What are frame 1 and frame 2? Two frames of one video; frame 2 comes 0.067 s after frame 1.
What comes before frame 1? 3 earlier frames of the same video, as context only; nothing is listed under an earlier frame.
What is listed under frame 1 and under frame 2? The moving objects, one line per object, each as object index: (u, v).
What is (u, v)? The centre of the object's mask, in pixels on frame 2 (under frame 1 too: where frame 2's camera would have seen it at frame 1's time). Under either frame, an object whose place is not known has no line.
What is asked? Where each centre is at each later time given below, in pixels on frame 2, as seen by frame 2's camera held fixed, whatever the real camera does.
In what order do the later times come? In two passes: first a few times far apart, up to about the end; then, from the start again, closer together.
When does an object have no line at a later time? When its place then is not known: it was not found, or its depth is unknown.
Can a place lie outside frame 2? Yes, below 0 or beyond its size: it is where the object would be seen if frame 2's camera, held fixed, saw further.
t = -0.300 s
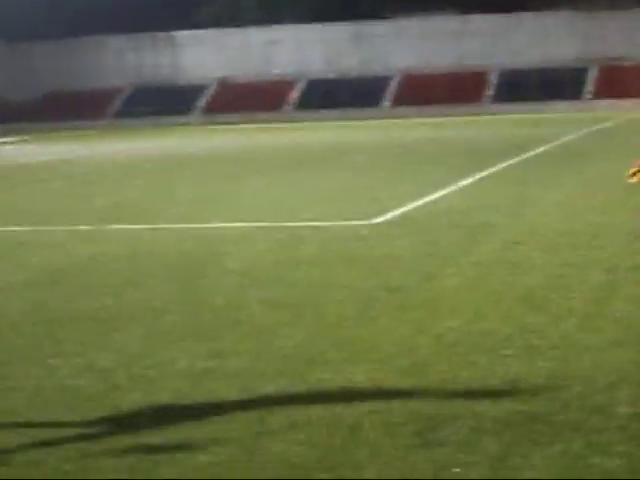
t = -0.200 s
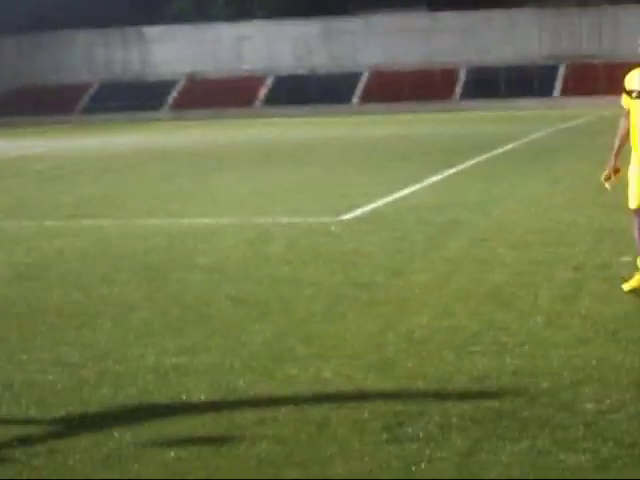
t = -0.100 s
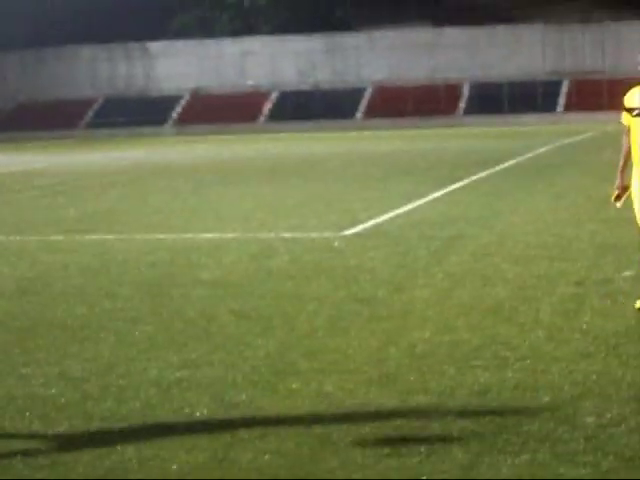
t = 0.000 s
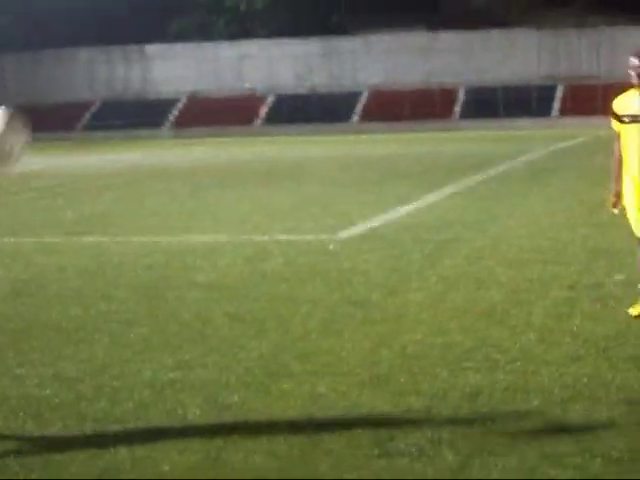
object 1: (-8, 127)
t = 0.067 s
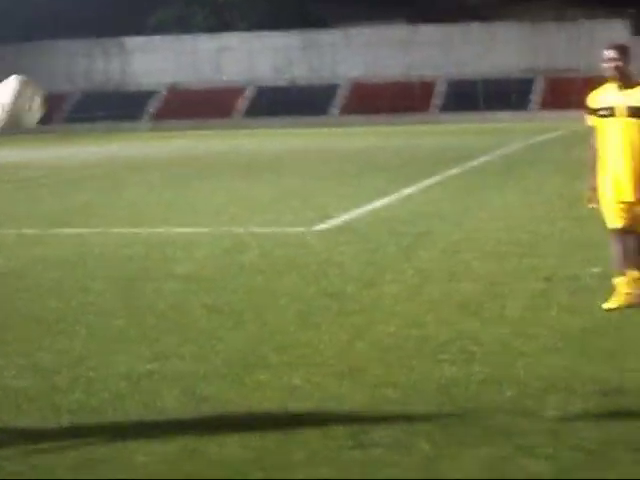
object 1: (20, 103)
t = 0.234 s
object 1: (106, 80)
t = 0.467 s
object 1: (230, 143)
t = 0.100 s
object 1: (37, 94)
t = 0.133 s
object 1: (54, 88)
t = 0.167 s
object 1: (72, 82)
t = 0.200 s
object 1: (89, 80)
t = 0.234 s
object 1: (106, 80)
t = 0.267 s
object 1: (123, 81)
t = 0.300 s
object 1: (142, 87)
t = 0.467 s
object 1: (230, 143)
